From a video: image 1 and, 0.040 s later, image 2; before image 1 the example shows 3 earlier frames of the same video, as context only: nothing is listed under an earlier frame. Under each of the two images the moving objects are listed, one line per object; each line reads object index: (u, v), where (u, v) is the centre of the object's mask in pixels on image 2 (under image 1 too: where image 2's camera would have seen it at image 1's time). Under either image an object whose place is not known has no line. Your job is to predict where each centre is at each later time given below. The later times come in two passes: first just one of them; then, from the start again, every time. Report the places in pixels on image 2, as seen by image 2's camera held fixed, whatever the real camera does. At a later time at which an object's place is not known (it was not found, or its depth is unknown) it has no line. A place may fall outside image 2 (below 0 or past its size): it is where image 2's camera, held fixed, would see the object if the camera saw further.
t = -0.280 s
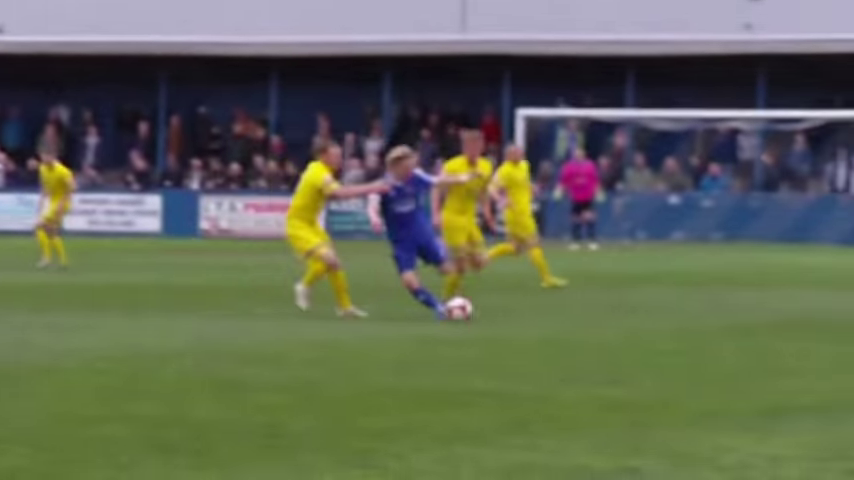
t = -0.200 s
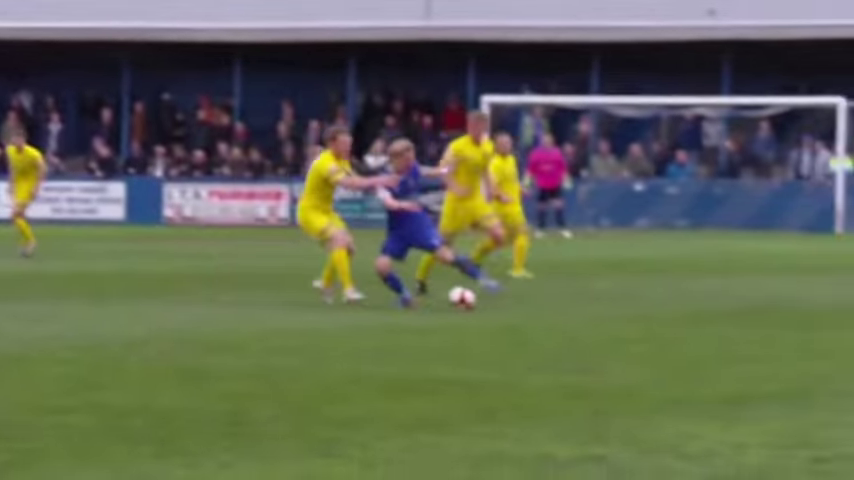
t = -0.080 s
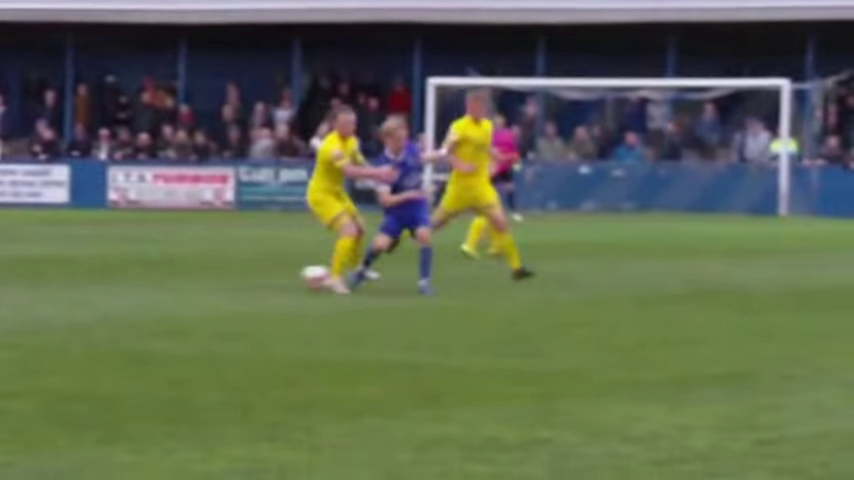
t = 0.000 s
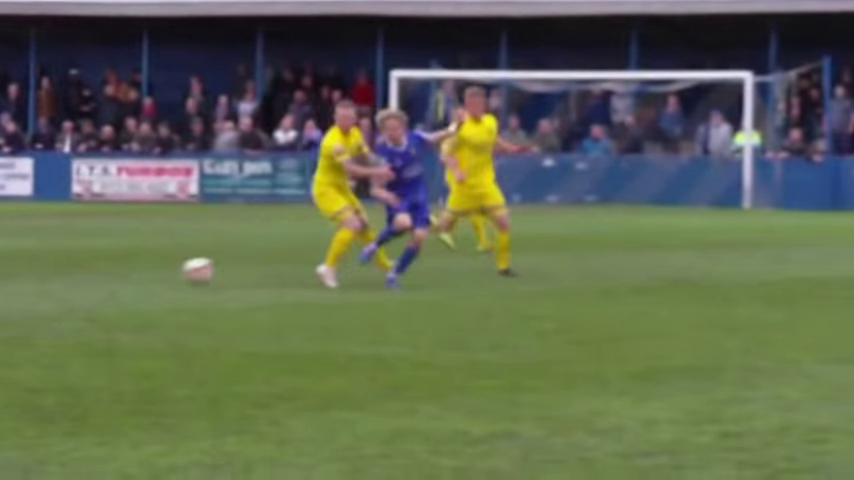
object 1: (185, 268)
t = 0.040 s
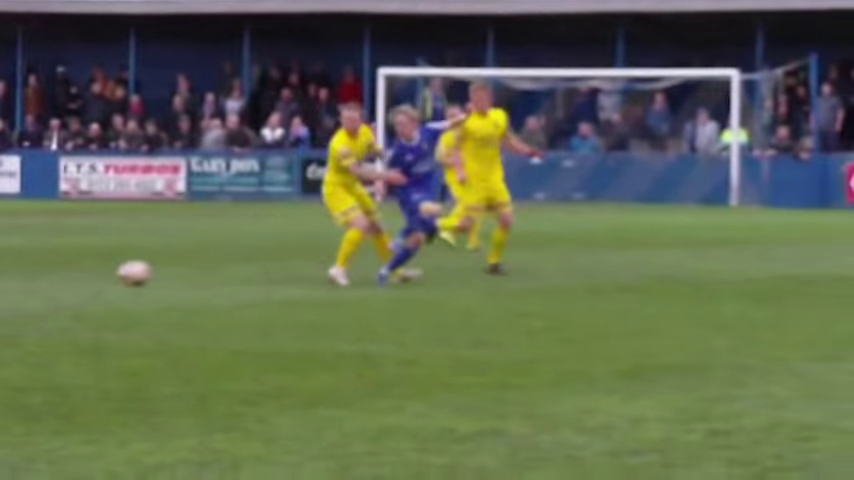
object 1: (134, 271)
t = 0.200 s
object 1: (4, 270)
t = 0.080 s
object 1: (101, 272)
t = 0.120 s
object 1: (77, 269)
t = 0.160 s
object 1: (32, 268)
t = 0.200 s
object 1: (4, 270)
